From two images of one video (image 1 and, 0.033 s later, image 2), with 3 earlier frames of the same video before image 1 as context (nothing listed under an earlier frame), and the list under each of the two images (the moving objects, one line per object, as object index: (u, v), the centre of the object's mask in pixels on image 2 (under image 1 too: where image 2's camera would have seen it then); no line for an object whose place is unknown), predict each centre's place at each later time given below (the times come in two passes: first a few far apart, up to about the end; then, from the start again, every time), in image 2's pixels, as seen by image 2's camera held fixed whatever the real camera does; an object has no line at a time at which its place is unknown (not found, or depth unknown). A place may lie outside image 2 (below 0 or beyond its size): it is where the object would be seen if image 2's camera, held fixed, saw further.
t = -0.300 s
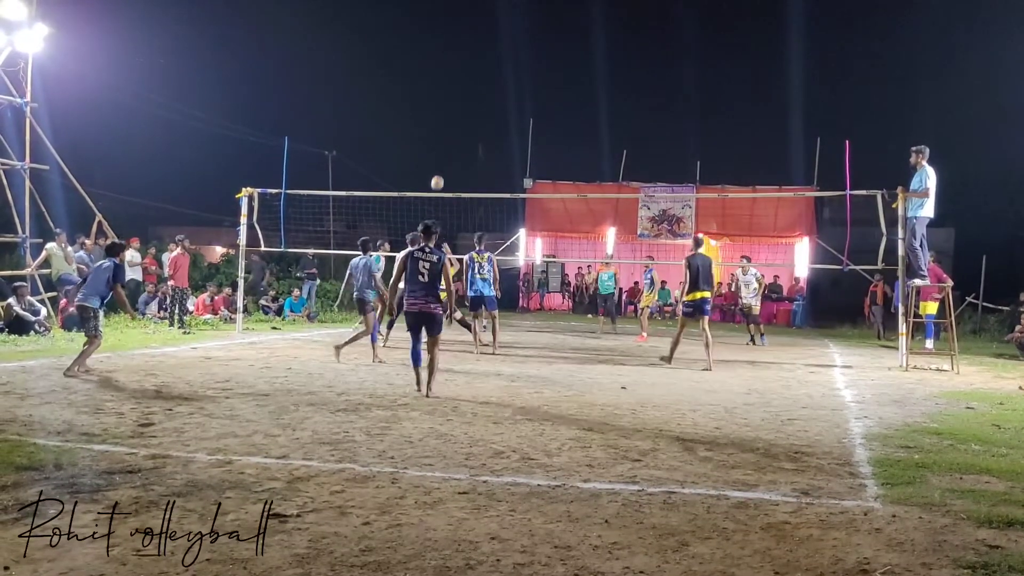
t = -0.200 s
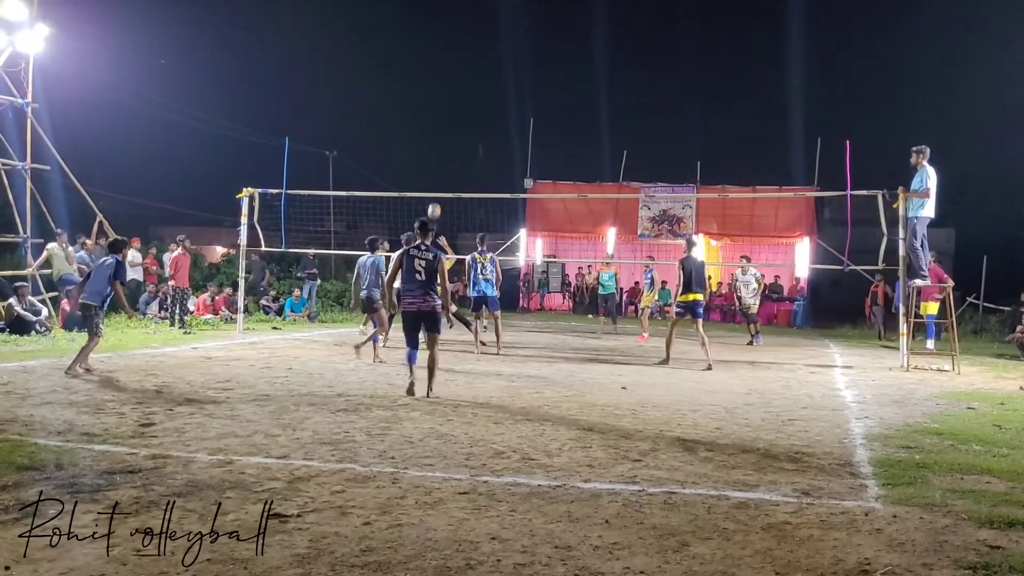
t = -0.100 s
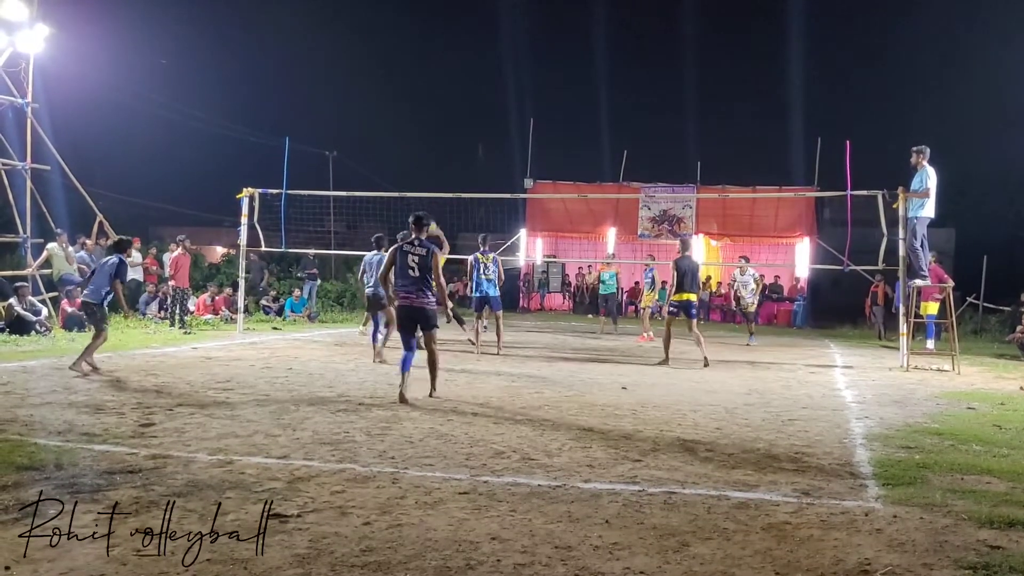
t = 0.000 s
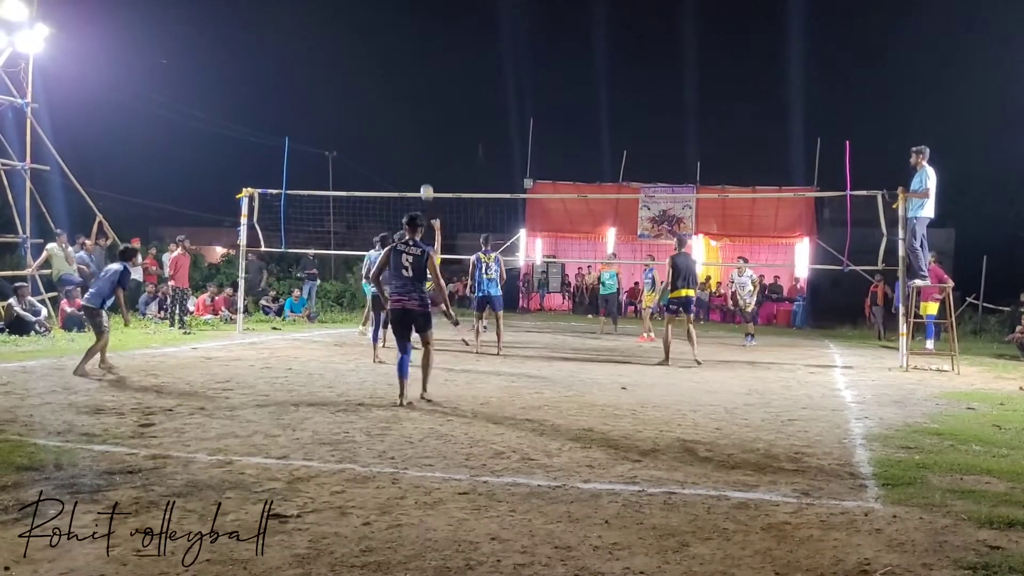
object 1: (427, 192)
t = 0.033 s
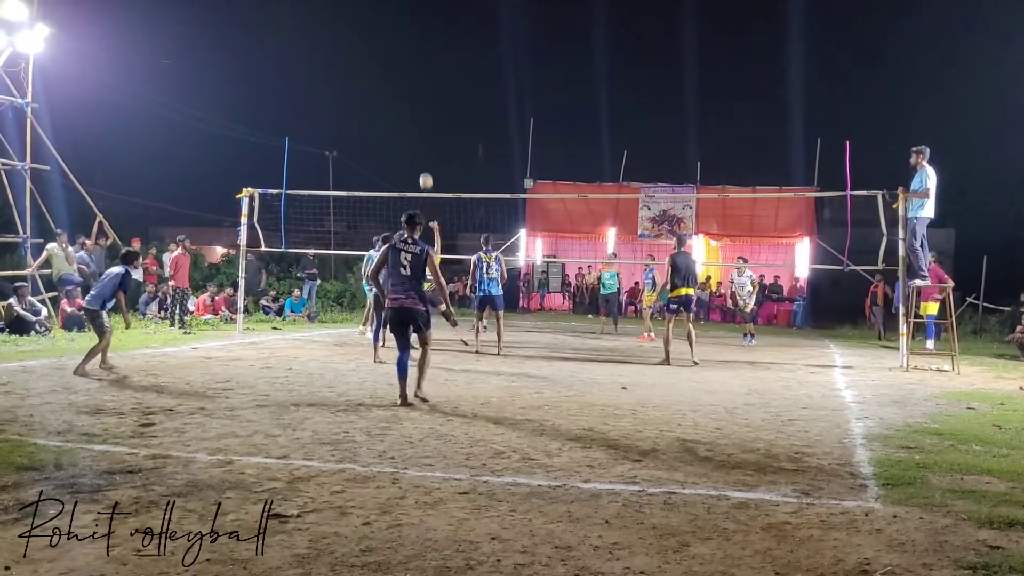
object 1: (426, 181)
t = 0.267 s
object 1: (418, 123)
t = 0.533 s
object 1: (410, 96)
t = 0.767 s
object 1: (402, 105)
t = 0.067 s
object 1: (425, 171)
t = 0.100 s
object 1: (423, 162)
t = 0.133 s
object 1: (422, 153)
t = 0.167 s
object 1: (421, 144)
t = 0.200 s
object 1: (420, 137)
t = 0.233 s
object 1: (419, 130)
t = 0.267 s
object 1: (418, 123)
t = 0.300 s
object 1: (417, 118)
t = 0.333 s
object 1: (416, 113)
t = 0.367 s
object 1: (415, 108)
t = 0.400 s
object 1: (414, 105)
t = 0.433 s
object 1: (413, 102)
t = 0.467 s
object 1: (412, 99)
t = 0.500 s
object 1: (411, 97)
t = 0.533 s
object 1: (410, 96)
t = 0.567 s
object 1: (409, 95)
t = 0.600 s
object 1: (408, 95)
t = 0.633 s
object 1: (406, 96)
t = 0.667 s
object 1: (405, 97)
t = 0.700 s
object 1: (404, 99)
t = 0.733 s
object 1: (403, 102)
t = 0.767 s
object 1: (402, 105)
